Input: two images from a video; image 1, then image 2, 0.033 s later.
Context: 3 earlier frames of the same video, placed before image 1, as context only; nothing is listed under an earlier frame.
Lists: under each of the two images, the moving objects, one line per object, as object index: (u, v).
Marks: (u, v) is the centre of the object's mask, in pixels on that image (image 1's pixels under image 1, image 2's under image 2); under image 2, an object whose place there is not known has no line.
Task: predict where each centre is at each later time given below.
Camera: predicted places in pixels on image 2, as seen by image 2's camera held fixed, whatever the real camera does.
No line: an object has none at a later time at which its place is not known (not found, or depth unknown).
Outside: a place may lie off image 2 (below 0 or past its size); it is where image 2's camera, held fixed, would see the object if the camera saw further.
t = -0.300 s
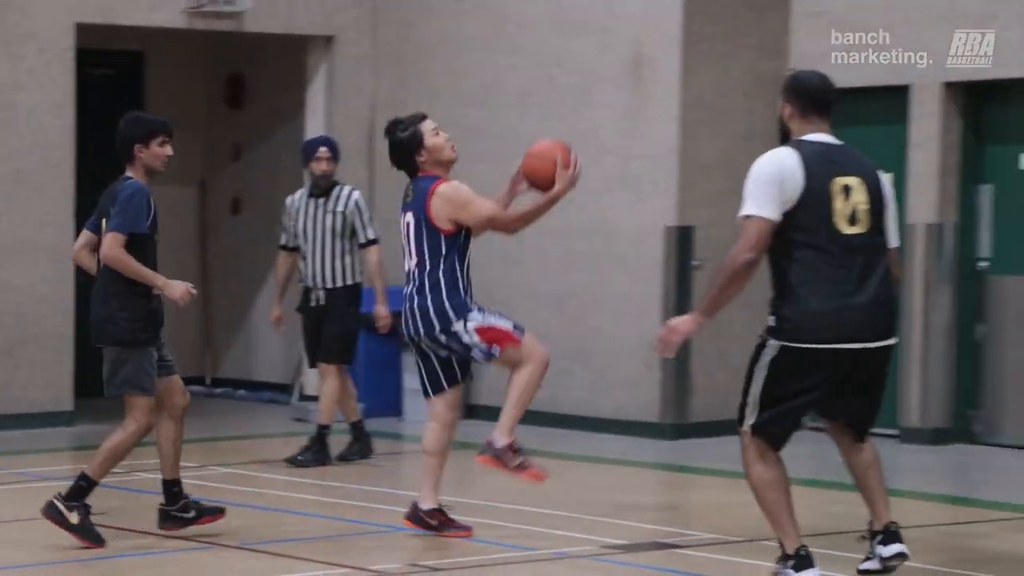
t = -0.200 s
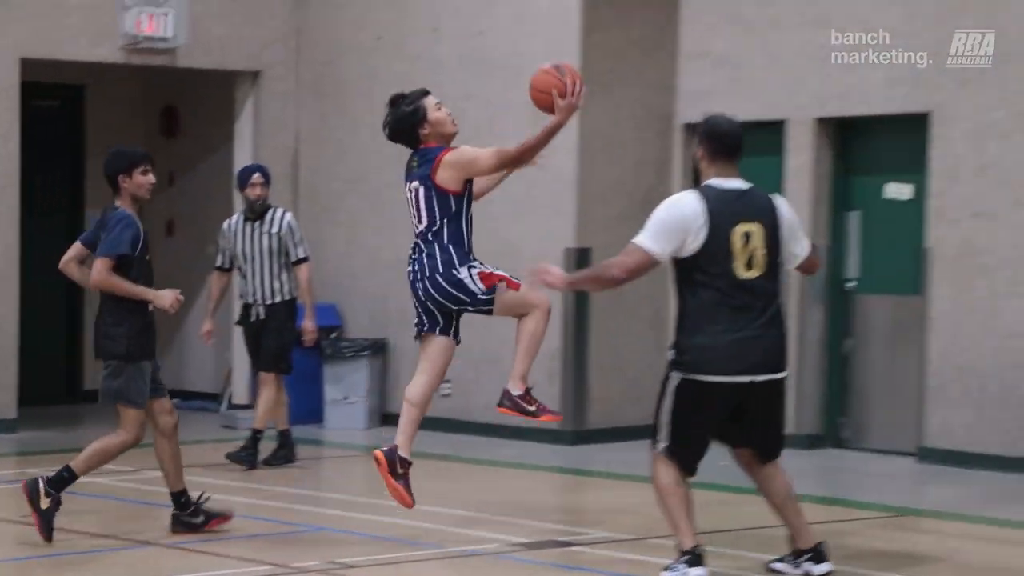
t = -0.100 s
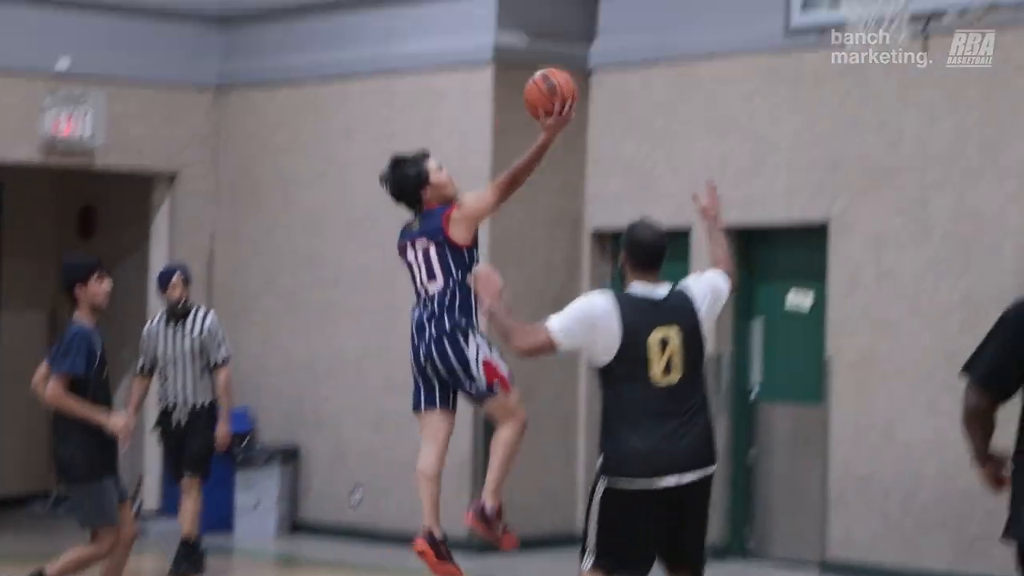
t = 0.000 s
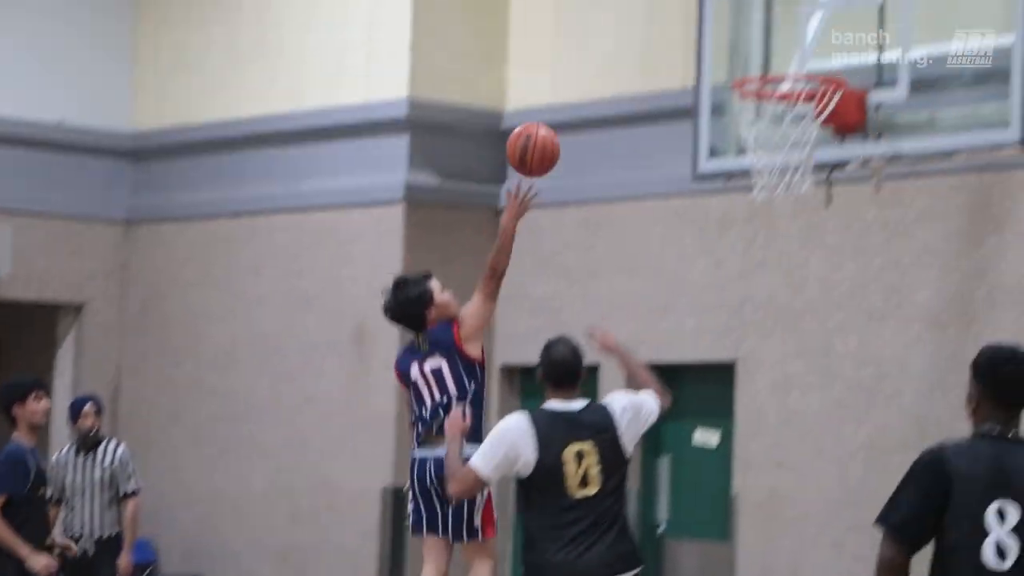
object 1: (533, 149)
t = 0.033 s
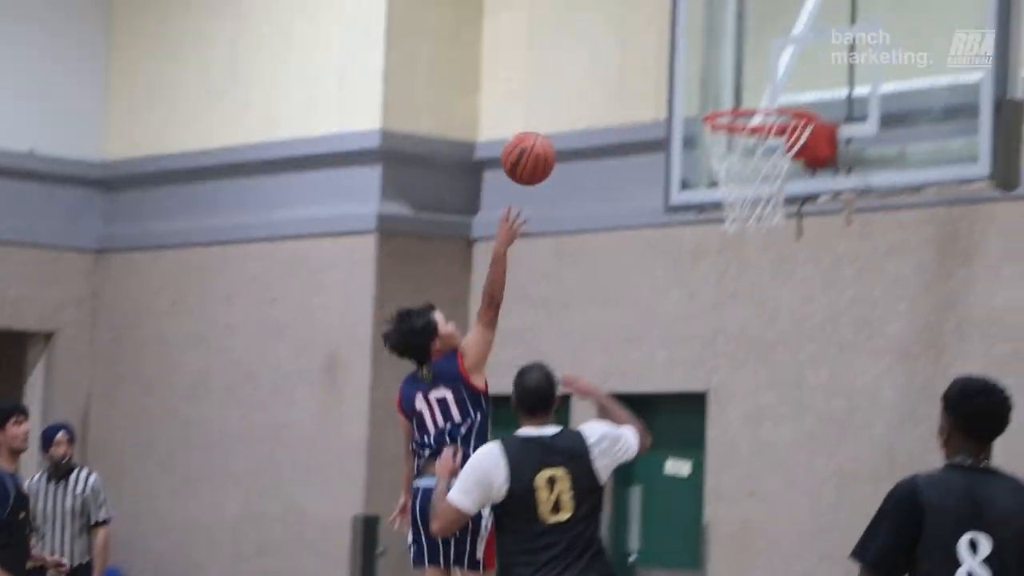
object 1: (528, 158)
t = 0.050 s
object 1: (539, 147)
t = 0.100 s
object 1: (573, 120)
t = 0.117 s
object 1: (584, 113)
